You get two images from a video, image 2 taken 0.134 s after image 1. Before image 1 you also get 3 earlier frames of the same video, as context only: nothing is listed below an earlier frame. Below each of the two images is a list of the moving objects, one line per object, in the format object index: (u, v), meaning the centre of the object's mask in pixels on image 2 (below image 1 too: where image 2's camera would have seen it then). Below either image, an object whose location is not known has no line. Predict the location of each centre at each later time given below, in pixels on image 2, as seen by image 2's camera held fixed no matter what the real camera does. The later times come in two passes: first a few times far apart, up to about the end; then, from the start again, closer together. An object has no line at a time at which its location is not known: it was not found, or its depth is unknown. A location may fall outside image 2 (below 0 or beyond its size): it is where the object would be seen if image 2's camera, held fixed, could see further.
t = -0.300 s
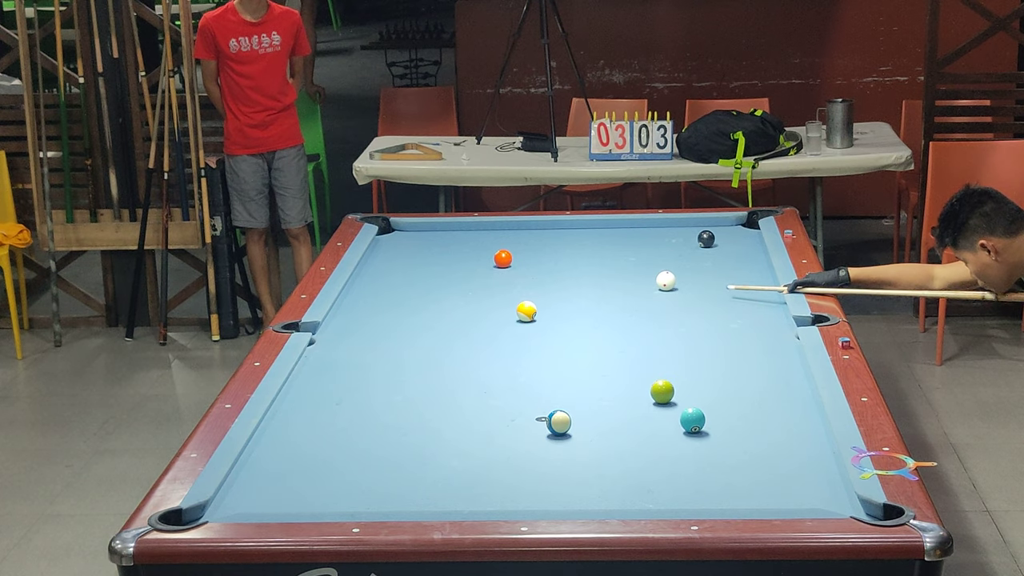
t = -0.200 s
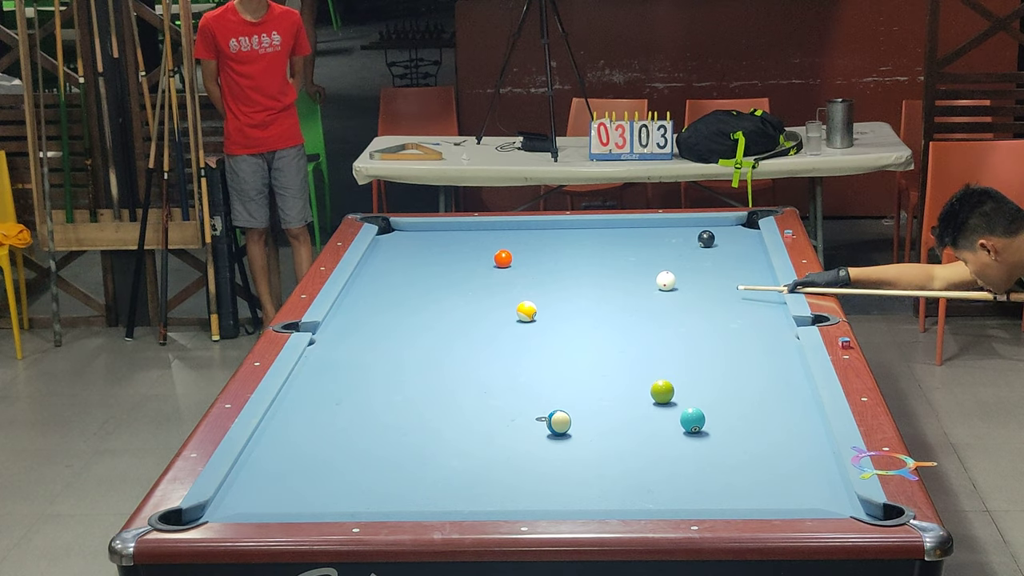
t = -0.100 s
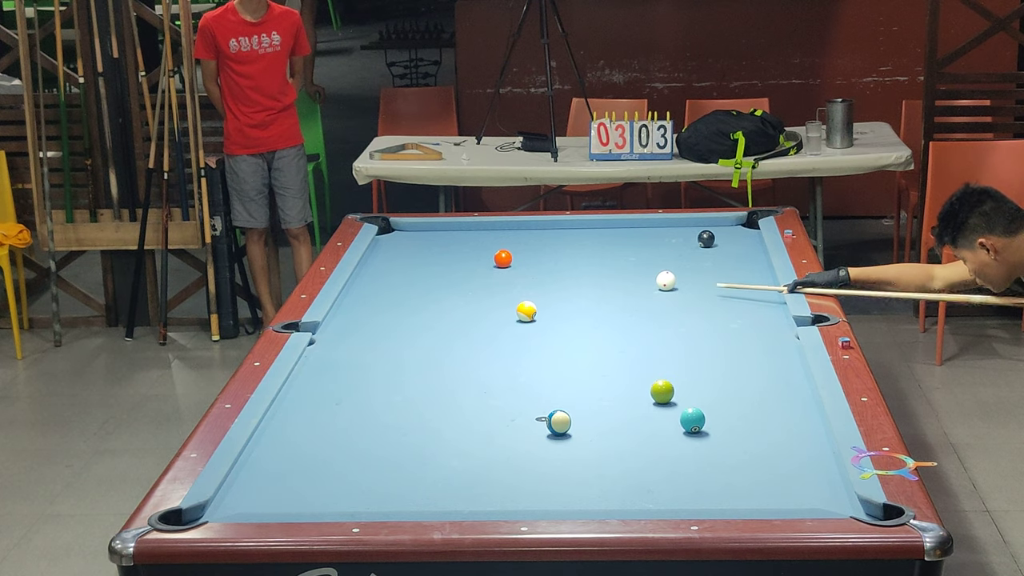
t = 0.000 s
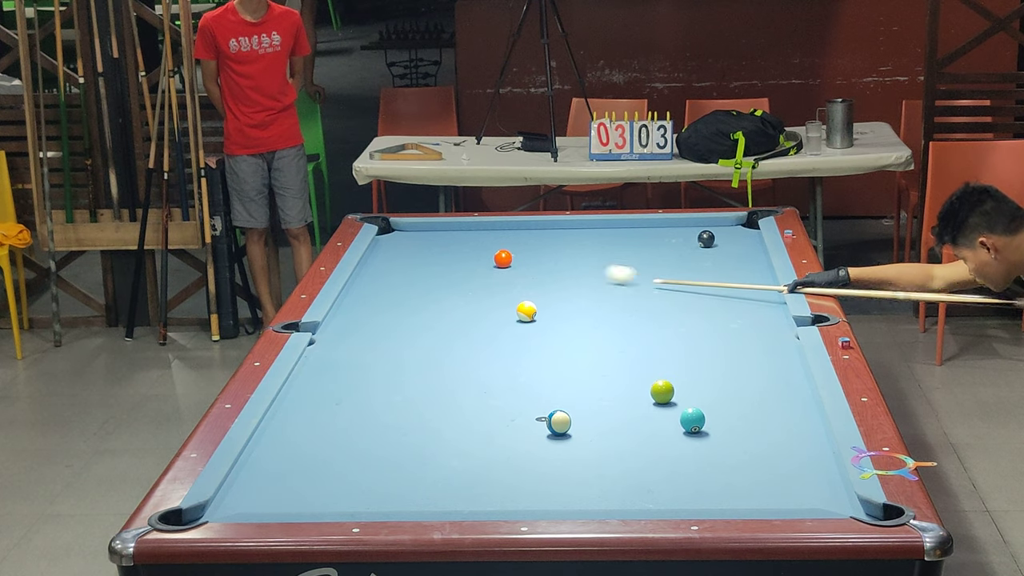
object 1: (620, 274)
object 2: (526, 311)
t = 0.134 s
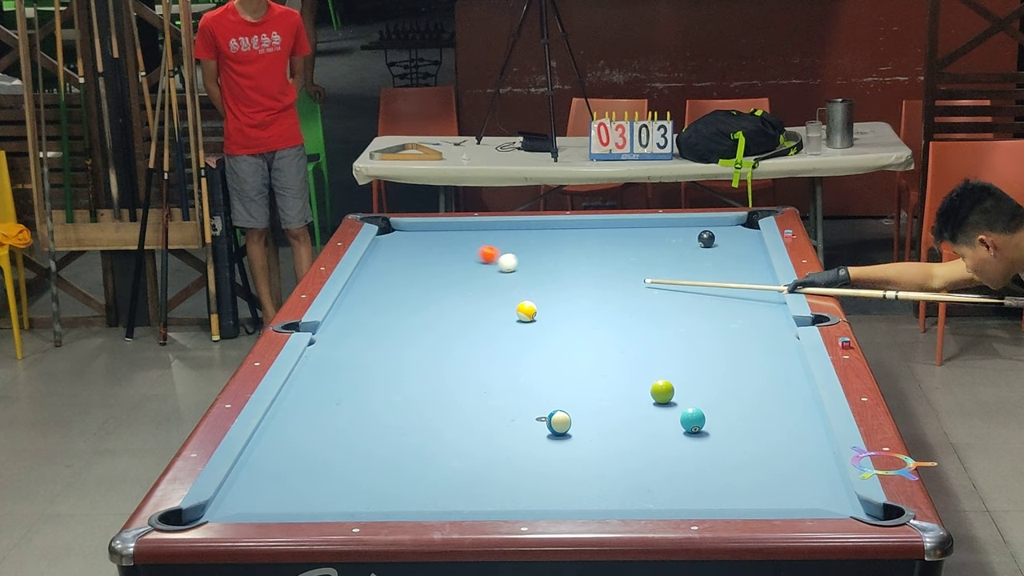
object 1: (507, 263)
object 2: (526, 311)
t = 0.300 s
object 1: (463, 269)
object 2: (526, 311)
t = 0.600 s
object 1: (386, 279)
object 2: (526, 311)
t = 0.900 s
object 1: (377, 288)
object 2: (526, 311)
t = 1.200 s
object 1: (415, 295)
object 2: (526, 311)
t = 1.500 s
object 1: (452, 302)
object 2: (526, 311)
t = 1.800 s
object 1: (487, 309)
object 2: (526, 311)
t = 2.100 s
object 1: (512, 317)
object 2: (534, 311)
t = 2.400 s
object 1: (524, 324)
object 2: (550, 310)
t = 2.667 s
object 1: (535, 331)
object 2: (560, 309)
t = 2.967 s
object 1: (545, 337)
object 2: (569, 309)
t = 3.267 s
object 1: (555, 343)
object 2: (575, 309)
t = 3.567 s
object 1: (563, 348)
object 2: (577, 308)
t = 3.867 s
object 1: (570, 352)
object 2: (577, 308)
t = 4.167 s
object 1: (577, 356)
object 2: (577, 308)
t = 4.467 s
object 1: (581, 359)
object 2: (577, 308)
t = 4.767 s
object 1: (583, 361)
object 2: (577, 308)
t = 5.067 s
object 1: (583, 362)
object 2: (577, 308)
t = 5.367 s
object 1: (582, 362)
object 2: (577, 308)
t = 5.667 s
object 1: (581, 362)
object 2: (577, 308)
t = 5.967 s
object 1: (581, 362)
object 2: (577, 308)
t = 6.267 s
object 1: (581, 362)
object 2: (577, 308)
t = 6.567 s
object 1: (581, 362)
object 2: (577, 308)
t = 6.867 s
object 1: (581, 362)
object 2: (577, 308)
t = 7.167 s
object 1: (581, 362)
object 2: (577, 308)
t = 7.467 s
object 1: (581, 362)
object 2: (577, 308)
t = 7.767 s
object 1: (581, 362)
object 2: (577, 308)
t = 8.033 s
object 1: (581, 362)
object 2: (577, 308)
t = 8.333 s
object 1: (581, 362)
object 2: (577, 308)
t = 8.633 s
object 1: (581, 362)
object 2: (577, 308)
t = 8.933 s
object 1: (581, 362)
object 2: (577, 308)
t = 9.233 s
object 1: (581, 362)
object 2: (577, 308)
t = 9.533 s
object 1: (581, 362)
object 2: (577, 308)
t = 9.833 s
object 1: (581, 362)
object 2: (577, 308)
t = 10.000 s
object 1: (581, 362)
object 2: (577, 308)
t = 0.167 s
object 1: (498, 265)
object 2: (526, 311)
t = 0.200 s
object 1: (489, 266)
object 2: (526, 311)
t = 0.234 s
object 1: (481, 267)
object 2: (526, 311)
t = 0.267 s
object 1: (472, 268)
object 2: (526, 311)
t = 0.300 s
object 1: (463, 269)
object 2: (526, 311)
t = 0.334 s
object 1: (455, 270)
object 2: (526, 311)
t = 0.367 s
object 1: (446, 271)
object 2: (526, 311)
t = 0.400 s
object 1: (438, 272)
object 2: (526, 311)
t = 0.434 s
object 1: (429, 273)
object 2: (526, 311)
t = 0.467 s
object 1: (420, 274)
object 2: (526, 311)
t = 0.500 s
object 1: (412, 276)
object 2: (526, 311)
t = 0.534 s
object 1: (403, 276)
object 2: (526, 311)
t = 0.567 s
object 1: (394, 278)
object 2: (526, 311)
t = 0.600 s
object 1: (386, 279)
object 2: (526, 311)
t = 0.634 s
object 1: (377, 280)
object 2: (526, 311)
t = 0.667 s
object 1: (368, 281)
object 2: (526, 311)
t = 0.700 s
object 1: (359, 282)
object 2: (526, 311)
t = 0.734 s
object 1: (356, 283)
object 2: (526, 311)
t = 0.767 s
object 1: (361, 284)
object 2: (526, 311)
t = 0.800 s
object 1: (365, 285)
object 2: (527, 311)
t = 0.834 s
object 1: (369, 286)
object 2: (526, 311)
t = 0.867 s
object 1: (373, 286)
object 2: (526, 311)
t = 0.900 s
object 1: (377, 288)
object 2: (526, 311)
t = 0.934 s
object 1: (382, 288)
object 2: (526, 311)
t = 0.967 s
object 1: (386, 289)
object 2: (527, 311)
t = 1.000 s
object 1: (390, 290)
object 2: (527, 311)
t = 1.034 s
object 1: (394, 291)
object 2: (526, 311)
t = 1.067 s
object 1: (399, 292)
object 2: (527, 311)
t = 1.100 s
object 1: (403, 292)
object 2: (526, 311)
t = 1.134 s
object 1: (407, 293)
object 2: (526, 311)
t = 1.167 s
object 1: (411, 294)
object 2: (526, 311)
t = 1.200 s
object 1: (415, 295)
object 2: (526, 311)
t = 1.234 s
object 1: (419, 296)
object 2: (526, 311)
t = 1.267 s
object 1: (423, 296)
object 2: (526, 311)
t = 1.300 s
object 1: (427, 297)
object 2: (526, 311)
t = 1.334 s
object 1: (432, 298)
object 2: (526, 311)
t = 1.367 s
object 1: (436, 299)
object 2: (526, 311)
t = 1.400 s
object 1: (439, 300)
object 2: (526, 311)
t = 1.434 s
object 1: (444, 301)
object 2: (526, 311)
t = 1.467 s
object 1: (448, 301)
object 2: (526, 311)
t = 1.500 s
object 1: (452, 302)
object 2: (526, 311)
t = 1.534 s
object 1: (456, 303)
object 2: (526, 311)
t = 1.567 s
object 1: (460, 304)
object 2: (526, 311)
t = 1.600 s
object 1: (463, 305)
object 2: (526, 311)
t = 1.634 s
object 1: (467, 305)
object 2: (526, 311)
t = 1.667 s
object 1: (471, 306)
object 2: (526, 311)
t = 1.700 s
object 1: (475, 307)
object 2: (526, 311)
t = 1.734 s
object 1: (479, 307)
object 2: (526, 311)
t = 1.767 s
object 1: (483, 308)
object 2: (526, 311)
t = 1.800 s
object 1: (487, 309)
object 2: (526, 311)
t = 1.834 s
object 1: (491, 310)
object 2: (526, 311)
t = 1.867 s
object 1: (495, 311)
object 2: (526, 311)
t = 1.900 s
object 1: (498, 311)
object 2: (526, 311)
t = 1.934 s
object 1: (502, 312)
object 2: (526, 311)
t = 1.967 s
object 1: (506, 313)
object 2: (527, 311)
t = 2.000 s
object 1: (507, 314)
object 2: (529, 310)
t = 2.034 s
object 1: (509, 315)
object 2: (531, 311)
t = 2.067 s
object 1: (510, 316)
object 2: (533, 310)
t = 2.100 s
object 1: (512, 317)
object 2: (534, 311)
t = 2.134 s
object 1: (513, 318)
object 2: (537, 310)
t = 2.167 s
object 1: (514, 318)
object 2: (538, 310)
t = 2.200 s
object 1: (516, 319)
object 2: (540, 310)
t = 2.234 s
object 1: (517, 320)
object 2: (542, 310)
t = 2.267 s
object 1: (519, 320)
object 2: (543, 310)
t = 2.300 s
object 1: (520, 322)
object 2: (545, 310)
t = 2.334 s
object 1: (521, 323)
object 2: (547, 310)
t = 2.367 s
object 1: (523, 323)
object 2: (548, 310)
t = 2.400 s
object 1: (524, 324)
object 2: (550, 310)
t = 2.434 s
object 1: (526, 325)
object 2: (551, 310)
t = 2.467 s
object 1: (527, 326)
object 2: (553, 309)
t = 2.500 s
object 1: (528, 326)
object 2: (554, 309)
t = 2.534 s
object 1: (530, 327)
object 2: (556, 309)
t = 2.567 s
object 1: (531, 328)
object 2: (557, 309)
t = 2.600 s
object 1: (532, 329)
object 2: (558, 309)
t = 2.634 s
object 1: (533, 329)
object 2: (559, 309)
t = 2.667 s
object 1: (535, 331)
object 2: (560, 309)
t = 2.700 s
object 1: (536, 331)
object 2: (562, 309)
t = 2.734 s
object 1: (537, 332)
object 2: (563, 309)
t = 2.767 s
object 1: (538, 332)
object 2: (564, 309)
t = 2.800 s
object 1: (539, 333)
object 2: (565, 309)
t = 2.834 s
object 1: (540, 334)
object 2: (566, 309)
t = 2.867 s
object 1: (542, 335)
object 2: (567, 309)
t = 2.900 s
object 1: (543, 335)
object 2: (568, 309)
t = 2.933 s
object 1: (544, 336)
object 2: (568, 309)
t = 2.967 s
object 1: (545, 337)
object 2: (569, 309)
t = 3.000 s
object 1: (546, 337)
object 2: (570, 309)
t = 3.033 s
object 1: (547, 338)
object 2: (571, 309)
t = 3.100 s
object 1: (550, 339)
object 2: (572, 309)
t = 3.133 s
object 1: (551, 340)
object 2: (573, 309)
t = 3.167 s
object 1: (552, 341)
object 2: (573, 309)
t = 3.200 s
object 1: (552, 341)
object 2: (574, 309)
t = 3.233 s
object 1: (553, 342)
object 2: (575, 309)
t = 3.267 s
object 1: (555, 343)
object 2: (575, 309)
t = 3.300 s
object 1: (556, 343)
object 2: (575, 309)
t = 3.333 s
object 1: (557, 344)
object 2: (576, 308)
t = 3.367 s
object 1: (557, 344)
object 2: (576, 308)
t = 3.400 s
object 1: (559, 345)
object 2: (576, 308)
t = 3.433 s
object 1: (559, 346)
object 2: (576, 308)
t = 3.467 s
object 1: (560, 346)
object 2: (577, 308)
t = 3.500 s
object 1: (561, 347)
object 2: (577, 308)
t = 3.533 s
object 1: (562, 347)
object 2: (577, 308)
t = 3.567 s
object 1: (563, 348)
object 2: (577, 308)
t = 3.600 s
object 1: (564, 348)
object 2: (577, 308)
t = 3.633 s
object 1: (565, 349)
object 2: (577, 308)
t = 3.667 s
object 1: (566, 349)
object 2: (577, 308)
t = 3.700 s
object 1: (566, 350)
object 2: (577, 308)
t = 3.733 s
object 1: (567, 350)
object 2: (577, 308)
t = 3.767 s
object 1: (568, 351)
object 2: (577, 308)
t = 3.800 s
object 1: (569, 351)
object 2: (577, 308)
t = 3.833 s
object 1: (569, 352)
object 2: (577, 308)
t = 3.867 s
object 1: (570, 352)
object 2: (577, 308)
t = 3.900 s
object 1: (571, 353)
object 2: (577, 308)
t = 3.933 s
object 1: (572, 353)
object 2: (577, 308)
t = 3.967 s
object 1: (573, 354)
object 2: (577, 308)
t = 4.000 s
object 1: (573, 354)
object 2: (577, 308)
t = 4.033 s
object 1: (574, 354)
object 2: (577, 308)
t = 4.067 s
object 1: (575, 355)
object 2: (577, 308)
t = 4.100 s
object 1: (575, 355)
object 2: (577, 309)
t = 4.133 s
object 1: (576, 355)
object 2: (577, 308)
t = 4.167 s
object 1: (577, 356)
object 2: (577, 308)
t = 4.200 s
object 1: (577, 357)
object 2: (577, 308)
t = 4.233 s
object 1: (578, 357)
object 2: (577, 308)
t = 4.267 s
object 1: (578, 357)
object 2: (577, 308)
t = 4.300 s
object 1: (579, 357)
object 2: (577, 308)
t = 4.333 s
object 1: (579, 358)
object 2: (577, 308)
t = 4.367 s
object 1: (580, 358)
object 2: (577, 308)
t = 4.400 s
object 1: (580, 358)
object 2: (577, 308)
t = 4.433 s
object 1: (581, 359)
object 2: (577, 308)
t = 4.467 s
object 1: (581, 359)
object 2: (577, 308)
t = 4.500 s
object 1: (581, 359)
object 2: (577, 308)
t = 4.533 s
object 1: (582, 359)
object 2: (577, 308)
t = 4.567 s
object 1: (582, 360)
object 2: (577, 308)
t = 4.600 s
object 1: (582, 360)
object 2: (577, 308)
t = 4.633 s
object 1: (583, 360)
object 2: (577, 308)
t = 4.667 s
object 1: (583, 360)
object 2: (577, 308)
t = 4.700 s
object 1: (583, 360)
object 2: (577, 308)
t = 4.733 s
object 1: (583, 361)
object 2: (577, 308)
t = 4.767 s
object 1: (583, 361)
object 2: (577, 308)
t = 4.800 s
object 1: (583, 361)
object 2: (577, 308)
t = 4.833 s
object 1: (583, 361)
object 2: (577, 308)
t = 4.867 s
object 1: (583, 361)
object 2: (577, 308)
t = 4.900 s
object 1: (583, 361)
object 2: (577, 308)
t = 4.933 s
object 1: (583, 362)
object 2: (577, 308)
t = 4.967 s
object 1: (583, 361)
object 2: (577, 308)
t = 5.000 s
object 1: (583, 362)
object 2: (577, 308)
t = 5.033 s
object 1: (583, 362)
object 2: (577, 308)
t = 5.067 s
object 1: (583, 362)
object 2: (577, 308)
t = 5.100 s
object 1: (582, 362)
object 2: (577, 308)
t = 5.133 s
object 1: (582, 362)
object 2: (577, 308)
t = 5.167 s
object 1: (582, 362)
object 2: (577, 308)
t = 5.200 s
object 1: (582, 362)
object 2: (577, 308)
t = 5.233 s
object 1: (582, 362)
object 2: (577, 308)
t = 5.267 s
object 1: (582, 362)
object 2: (577, 308)
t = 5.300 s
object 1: (582, 362)
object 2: (577, 308)
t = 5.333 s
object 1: (582, 362)
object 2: (577, 308)
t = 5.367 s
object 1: (582, 362)
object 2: (577, 308)
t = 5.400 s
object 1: (581, 362)
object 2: (577, 308)
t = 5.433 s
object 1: (581, 362)
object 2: (577, 308)
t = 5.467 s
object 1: (581, 362)
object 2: (577, 308)
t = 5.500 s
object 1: (581, 362)
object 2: (577, 308)
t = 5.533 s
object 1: (581, 362)
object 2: (577, 308)
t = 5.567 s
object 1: (581, 362)
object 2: (577, 308)
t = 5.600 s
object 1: (581, 362)
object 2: (577, 308)
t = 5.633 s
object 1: (581, 362)
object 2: (577, 308)
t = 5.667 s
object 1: (581, 362)
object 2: (577, 308)
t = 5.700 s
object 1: (581, 362)
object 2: (577, 308)
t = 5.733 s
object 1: (581, 362)
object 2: (577, 308)
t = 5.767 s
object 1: (581, 362)
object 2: (577, 308)
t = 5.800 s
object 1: (581, 362)
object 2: (577, 308)
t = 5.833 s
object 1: (581, 362)
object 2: (577, 308)
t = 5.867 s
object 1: (581, 362)
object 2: (577, 308)
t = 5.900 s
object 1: (581, 362)
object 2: (577, 308)
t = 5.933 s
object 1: (581, 362)
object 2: (577, 308)
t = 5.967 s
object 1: (581, 362)
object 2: (577, 308)
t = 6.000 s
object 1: (581, 362)
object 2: (577, 308)
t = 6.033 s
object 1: (581, 362)
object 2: (577, 308)
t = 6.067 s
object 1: (581, 362)
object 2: (577, 308)
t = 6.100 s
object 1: (581, 362)
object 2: (577, 308)
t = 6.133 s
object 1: (581, 362)
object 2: (577, 308)
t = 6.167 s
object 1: (581, 362)
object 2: (577, 308)
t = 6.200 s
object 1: (581, 362)
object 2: (577, 308)
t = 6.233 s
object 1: (581, 362)
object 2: (577, 308)
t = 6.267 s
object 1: (581, 362)
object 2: (577, 308)
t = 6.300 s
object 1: (581, 362)
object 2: (577, 308)
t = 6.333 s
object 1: (581, 362)
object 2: (577, 308)
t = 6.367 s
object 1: (581, 362)
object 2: (577, 308)
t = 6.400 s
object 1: (581, 362)
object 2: (577, 308)
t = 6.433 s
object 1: (581, 362)
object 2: (577, 308)
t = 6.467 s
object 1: (581, 362)
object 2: (577, 308)
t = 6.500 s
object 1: (581, 362)
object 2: (577, 308)
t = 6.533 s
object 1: (581, 362)
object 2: (577, 308)
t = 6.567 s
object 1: (581, 362)
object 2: (577, 308)
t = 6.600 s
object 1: (581, 362)
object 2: (577, 308)
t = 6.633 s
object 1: (581, 362)
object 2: (577, 308)
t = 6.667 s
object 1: (581, 362)
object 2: (577, 308)
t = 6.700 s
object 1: (581, 362)
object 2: (577, 308)
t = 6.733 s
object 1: (581, 362)
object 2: (577, 308)
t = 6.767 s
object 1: (581, 362)
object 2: (577, 308)
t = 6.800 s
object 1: (581, 362)
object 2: (577, 308)
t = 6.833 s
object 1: (581, 362)
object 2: (577, 308)
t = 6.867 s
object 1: (581, 362)
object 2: (577, 308)
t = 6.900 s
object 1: (581, 362)
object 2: (577, 308)
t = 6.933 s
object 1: (581, 362)
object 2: (577, 308)
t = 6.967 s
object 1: (581, 362)
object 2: (577, 308)
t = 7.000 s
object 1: (581, 362)
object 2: (577, 308)
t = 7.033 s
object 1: (581, 362)
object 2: (577, 308)
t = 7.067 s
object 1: (581, 362)
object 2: (577, 308)
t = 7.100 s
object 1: (581, 362)
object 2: (577, 308)
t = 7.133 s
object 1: (581, 362)
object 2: (577, 308)
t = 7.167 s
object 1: (581, 362)
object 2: (577, 308)
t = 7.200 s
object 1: (581, 362)
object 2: (577, 308)
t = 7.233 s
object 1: (581, 362)
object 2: (577, 308)
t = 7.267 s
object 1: (581, 362)
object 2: (577, 308)
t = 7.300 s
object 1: (581, 362)
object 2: (577, 308)
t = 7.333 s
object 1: (581, 362)
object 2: (577, 308)
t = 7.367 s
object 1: (581, 362)
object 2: (577, 308)
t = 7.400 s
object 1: (581, 362)
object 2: (577, 308)
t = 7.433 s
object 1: (581, 362)
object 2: (577, 308)
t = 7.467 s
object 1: (581, 362)
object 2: (577, 308)
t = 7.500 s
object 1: (581, 362)
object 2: (577, 308)
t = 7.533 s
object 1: (581, 362)
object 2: (577, 308)
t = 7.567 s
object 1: (581, 362)
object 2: (577, 308)
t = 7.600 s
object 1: (581, 362)
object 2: (577, 308)
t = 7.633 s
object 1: (581, 362)
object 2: (577, 308)
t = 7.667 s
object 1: (581, 362)
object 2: (577, 308)
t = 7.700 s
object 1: (581, 362)
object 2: (577, 308)
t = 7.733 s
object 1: (581, 362)
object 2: (577, 308)
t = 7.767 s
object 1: (581, 362)
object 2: (577, 308)
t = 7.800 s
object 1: (581, 362)
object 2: (577, 308)
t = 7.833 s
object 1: (581, 362)
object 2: (577, 308)
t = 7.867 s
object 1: (581, 362)
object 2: (577, 308)
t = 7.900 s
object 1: (581, 362)
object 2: (577, 308)
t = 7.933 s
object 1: (581, 362)
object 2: (577, 308)
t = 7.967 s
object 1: (581, 362)
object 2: (577, 308)
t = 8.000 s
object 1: (581, 362)
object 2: (577, 308)
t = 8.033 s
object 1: (581, 362)
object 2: (577, 308)
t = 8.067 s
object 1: (581, 362)
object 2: (577, 308)
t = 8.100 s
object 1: (581, 362)
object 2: (577, 308)
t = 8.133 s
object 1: (581, 362)
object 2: (577, 308)
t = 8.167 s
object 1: (581, 362)
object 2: (577, 308)
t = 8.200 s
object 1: (581, 362)
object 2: (577, 308)
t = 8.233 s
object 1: (581, 362)
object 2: (577, 308)
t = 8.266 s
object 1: (581, 362)
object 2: (577, 308)
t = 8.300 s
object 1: (581, 362)
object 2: (577, 308)
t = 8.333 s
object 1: (581, 362)
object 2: (577, 308)
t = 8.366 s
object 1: (581, 362)
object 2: (577, 308)
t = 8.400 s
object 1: (581, 362)
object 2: (577, 308)
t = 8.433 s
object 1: (581, 362)
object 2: (577, 308)
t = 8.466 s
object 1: (581, 362)
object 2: (577, 308)
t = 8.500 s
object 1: (581, 362)
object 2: (577, 308)
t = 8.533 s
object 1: (581, 362)
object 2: (577, 308)
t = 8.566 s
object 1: (581, 362)
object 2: (577, 308)
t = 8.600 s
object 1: (581, 362)
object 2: (577, 308)
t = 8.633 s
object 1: (581, 362)
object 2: (577, 308)
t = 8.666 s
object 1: (581, 362)
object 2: (577, 308)
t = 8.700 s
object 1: (581, 362)
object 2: (577, 308)
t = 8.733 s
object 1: (581, 362)
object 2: (577, 308)
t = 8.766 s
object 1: (581, 362)
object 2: (577, 308)
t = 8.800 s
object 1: (581, 362)
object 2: (577, 308)
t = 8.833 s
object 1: (581, 362)
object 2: (577, 308)
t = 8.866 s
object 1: (581, 362)
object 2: (577, 308)
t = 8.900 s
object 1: (581, 362)
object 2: (577, 308)
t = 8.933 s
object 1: (581, 362)
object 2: (577, 308)
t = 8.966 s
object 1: (581, 362)
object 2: (577, 308)
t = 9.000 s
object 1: (581, 362)
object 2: (577, 308)
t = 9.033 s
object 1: (581, 362)
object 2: (577, 308)
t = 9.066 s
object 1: (581, 362)
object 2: (577, 308)
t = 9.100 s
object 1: (581, 362)
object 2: (577, 308)
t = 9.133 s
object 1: (581, 362)
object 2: (577, 308)
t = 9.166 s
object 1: (581, 362)
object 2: (577, 308)
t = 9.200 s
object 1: (581, 362)
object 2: (577, 308)
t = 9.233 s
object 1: (581, 362)
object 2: (577, 308)
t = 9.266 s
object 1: (581, 362)
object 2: (577, 308)
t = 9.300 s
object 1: (581, 362)
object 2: (577, 308)
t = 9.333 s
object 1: (581, 362)
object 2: (577, 308)
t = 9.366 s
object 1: (581, 362)
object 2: (577, 308)
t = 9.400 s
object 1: (581, 362)
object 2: (577, 308)
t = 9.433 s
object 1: (581, 362)
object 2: (577, 308)
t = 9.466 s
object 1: (581, 362)
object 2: (577, 308)
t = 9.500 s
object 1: (581, 362)
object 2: (577, 308)
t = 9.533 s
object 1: (581, 362)
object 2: (577, 308)
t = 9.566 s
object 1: (581, 362)
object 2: (577, 308)
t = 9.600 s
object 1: (581, 362)
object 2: (577, 308)
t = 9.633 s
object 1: (581, 362)
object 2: (577, 308)
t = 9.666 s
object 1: (581, 362)
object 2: (577, 308)
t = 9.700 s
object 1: (581, 362)
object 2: (577, 308)
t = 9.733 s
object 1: (581, 362)
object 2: (577, 308)
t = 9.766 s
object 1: (581, 362)
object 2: (577, 308)
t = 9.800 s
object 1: (581, 362)
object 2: (577, 308)
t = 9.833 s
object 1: (581, 362)
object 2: (577, 308)
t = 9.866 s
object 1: (581, 362)
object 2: (577, 308)
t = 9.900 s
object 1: (581, 362)
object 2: (577, 308)
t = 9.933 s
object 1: (581, 362)
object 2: (577, 308)
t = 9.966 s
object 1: (581, 362)
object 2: (577, 308)
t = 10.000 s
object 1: (581, 362)
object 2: (577, 308)
